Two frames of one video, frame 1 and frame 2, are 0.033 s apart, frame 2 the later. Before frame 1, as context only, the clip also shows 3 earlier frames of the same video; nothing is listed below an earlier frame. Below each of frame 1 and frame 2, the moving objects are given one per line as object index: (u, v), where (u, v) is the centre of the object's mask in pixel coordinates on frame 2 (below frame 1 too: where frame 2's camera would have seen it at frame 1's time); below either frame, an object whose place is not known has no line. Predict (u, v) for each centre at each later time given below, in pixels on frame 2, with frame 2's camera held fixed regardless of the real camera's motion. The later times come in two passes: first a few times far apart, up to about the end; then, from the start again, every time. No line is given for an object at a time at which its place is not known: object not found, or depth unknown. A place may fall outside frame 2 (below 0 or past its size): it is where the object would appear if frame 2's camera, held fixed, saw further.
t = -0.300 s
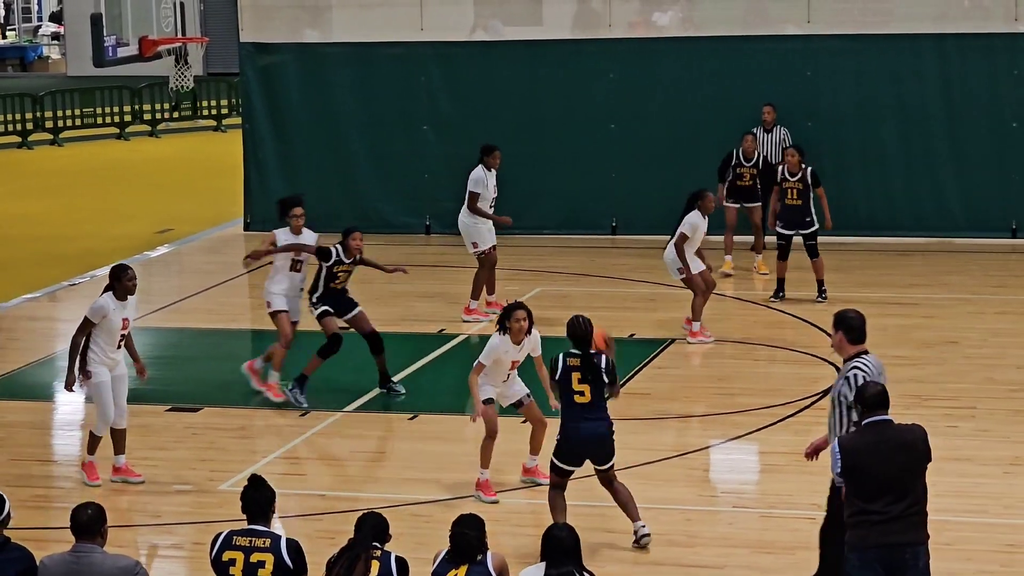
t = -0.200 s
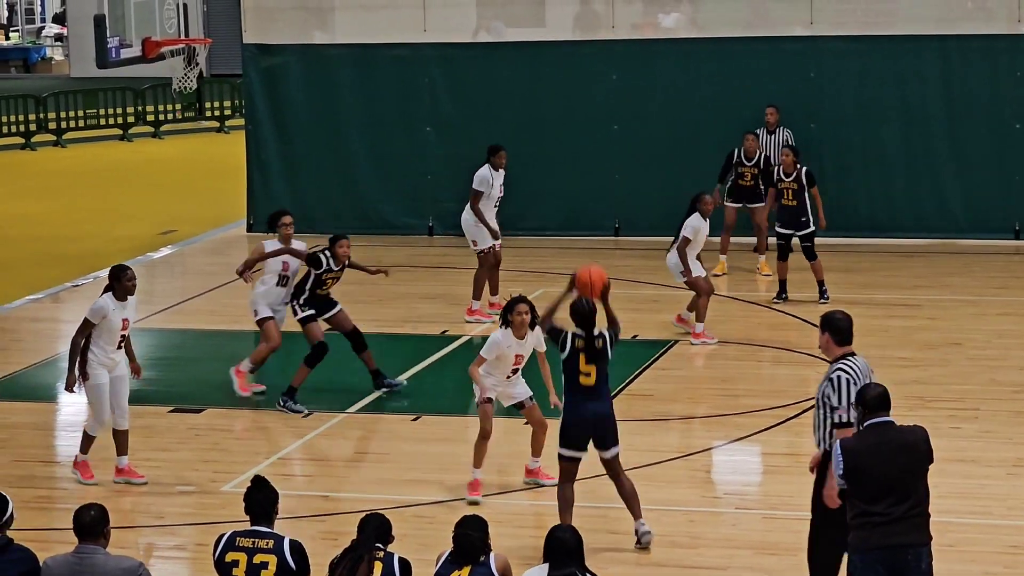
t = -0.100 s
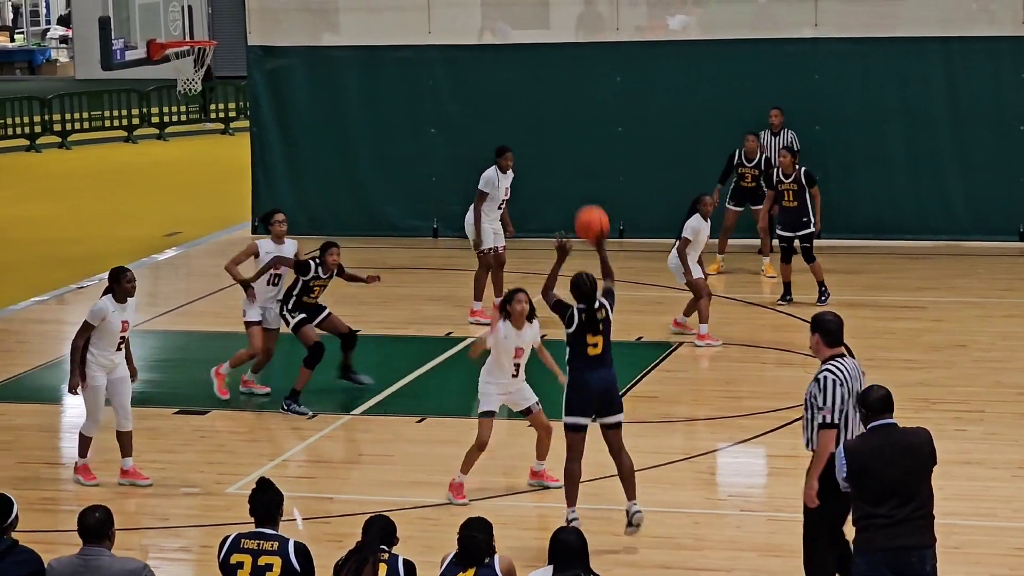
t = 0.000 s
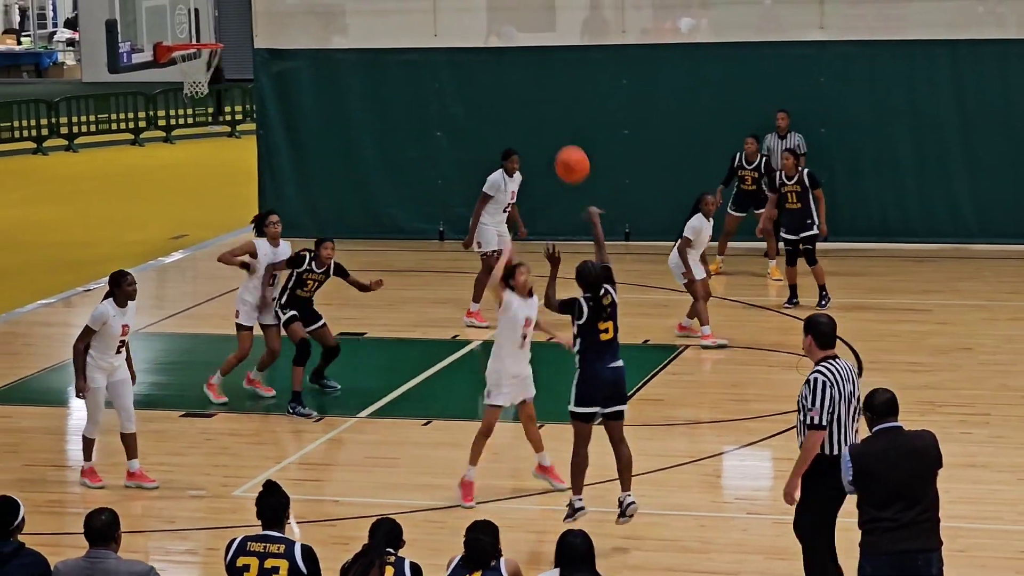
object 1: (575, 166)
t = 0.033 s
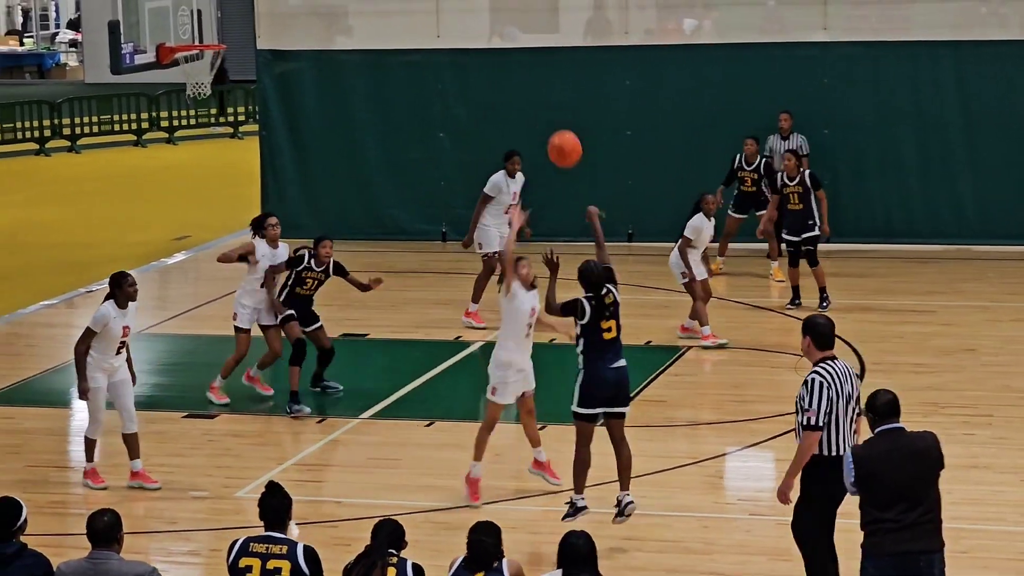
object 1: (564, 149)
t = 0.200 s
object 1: (518, 92)
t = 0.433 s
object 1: (461, 79)
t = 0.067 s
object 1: (555, 134)
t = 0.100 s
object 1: (545, 121)
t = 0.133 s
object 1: (536, 109)
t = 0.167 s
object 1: (527, 100)
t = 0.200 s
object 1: (518, 92)
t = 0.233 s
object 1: (510, 86)
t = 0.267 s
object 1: (501, 81)
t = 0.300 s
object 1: (493, 78)
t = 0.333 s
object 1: (485, 76)
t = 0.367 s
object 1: (477, 76)
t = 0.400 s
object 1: (469, 77)
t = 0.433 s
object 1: (461, 79)
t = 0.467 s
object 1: (454, 83)
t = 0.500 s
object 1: (447, 88)
